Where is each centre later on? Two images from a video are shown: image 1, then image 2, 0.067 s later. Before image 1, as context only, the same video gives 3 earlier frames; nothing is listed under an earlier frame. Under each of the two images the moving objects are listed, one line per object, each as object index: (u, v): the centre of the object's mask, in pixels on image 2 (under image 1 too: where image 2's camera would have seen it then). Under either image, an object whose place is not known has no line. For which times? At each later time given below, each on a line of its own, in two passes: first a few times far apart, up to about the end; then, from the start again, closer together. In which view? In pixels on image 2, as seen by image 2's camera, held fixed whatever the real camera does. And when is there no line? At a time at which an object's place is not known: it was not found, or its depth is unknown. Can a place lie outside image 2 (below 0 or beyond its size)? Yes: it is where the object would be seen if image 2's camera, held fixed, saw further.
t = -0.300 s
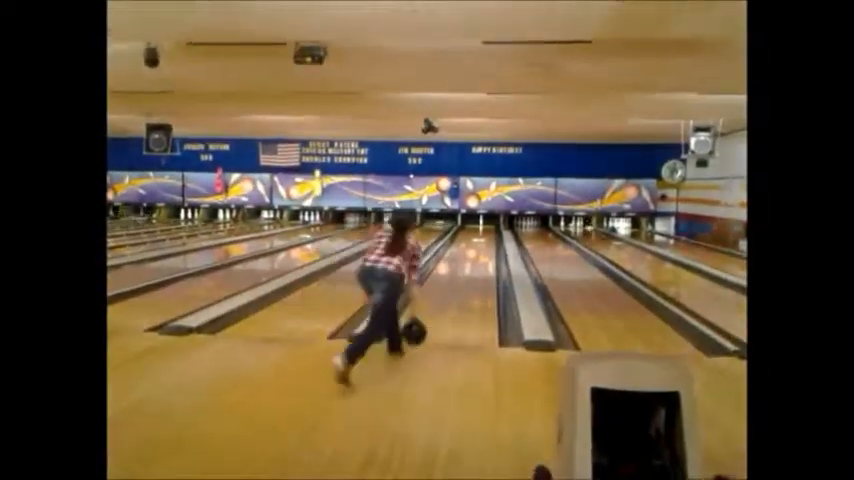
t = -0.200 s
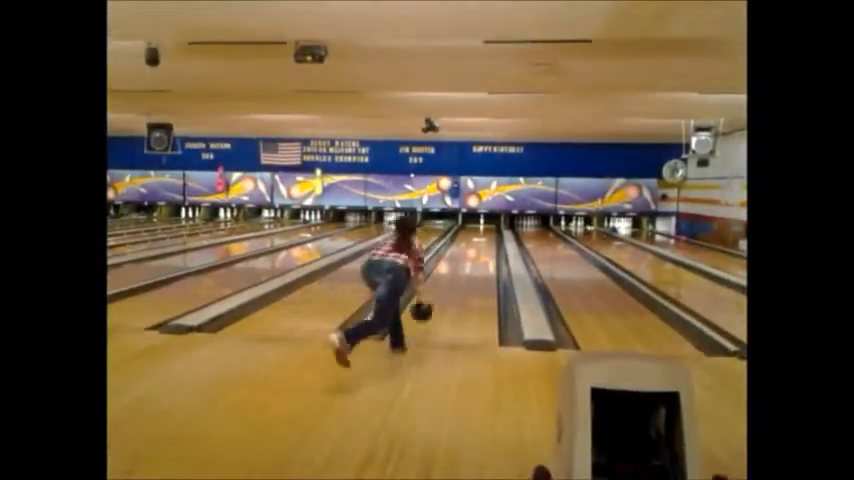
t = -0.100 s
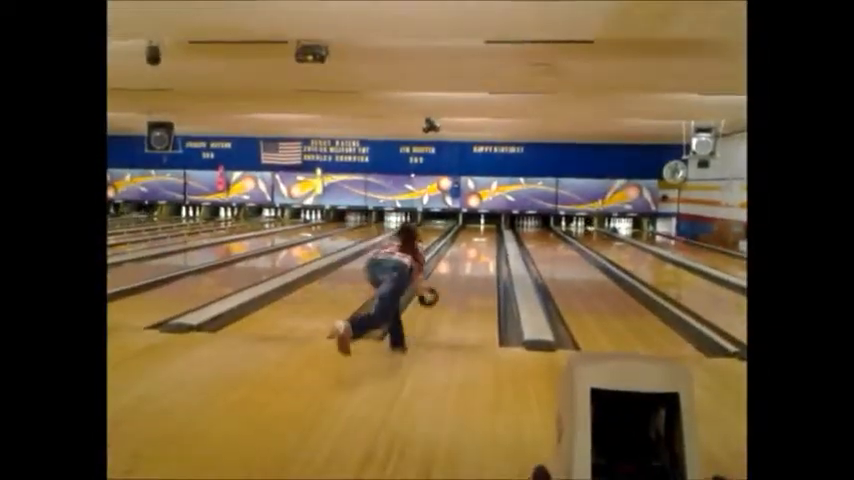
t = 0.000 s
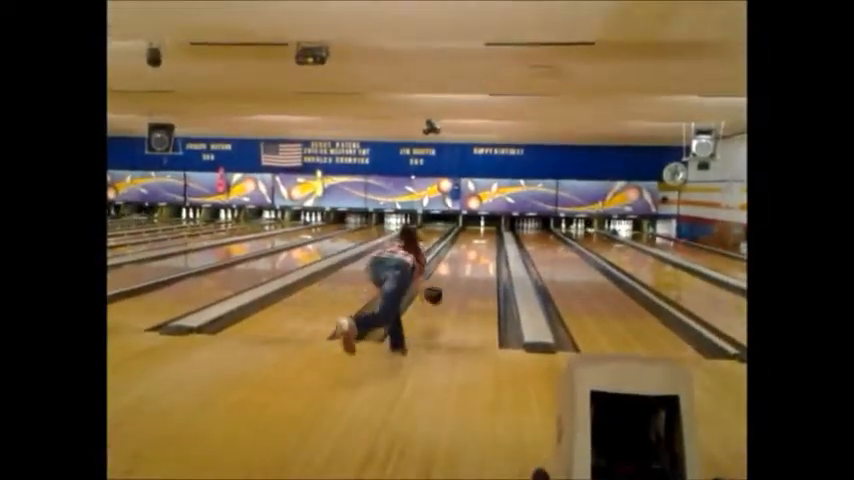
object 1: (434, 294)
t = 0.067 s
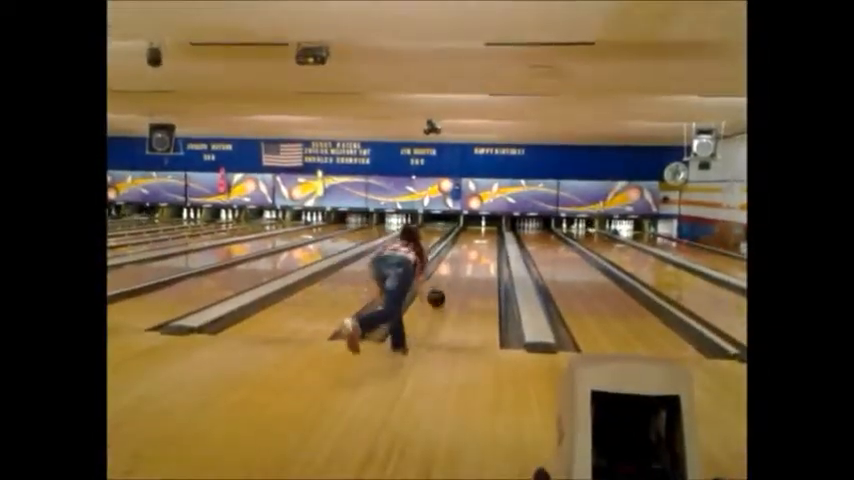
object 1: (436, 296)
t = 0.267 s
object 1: (443, 284)
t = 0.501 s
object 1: (448, 271)
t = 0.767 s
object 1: (454, 260)
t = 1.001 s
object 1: (457, 253)
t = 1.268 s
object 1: (461, 247)
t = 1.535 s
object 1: (463, 242)
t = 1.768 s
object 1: (465, 238)
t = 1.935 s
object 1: (466, 237)
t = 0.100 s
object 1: (437, 295)
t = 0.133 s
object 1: (439, 291)
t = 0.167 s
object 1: (439, 290)
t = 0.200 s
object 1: (440, 288)
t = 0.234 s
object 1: (441, 285)
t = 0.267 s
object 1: (443, 284)
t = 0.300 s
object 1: (444, 282)
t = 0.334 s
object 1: (444, 280)
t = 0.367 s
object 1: (445, 278)
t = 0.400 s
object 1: (446, 276)
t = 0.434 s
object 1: (447, 275)
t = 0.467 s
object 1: (447, 273)
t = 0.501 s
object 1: (448, 271)
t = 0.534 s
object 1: (449, 270)
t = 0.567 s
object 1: (450, 268)
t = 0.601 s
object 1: (451, 266)
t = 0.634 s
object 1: (452, 265)
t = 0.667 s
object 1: (452, 264)
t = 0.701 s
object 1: (453, 262)
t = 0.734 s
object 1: (454, 262)
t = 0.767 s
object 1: (454, 260)
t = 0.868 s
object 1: (456, 257)
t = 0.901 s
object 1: (455, 257)
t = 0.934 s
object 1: (456, 255)
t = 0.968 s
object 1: (457, 253)
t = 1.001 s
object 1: (457, 253)
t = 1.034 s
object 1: (457, 253)
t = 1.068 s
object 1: (458, 251)
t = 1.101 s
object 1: (459, 251)
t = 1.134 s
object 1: (459, 250)
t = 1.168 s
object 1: (460, 248)
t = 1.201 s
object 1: (460, 247)
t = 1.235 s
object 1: (461, 247)
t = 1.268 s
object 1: (461, 247)
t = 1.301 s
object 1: (461, 247)
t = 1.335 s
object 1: (462, 244)
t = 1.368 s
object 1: (462, 244)
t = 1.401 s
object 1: (462, 244)
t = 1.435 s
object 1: (462, 244)
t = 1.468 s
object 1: (462, 243)
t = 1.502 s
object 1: (463, 242)
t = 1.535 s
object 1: (463, 242)
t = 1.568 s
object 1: (464, 240)
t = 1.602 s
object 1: (464, 240)
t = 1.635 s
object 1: (464, 239)
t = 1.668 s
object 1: (464, 239)
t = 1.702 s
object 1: (464, 239)
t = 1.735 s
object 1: (464, 239)
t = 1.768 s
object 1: (465, 238)
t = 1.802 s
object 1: (465, 238)
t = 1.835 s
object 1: (465, 237)
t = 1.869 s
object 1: (465, 238)
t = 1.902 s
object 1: (466, 237)
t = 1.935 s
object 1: (466, 237)
